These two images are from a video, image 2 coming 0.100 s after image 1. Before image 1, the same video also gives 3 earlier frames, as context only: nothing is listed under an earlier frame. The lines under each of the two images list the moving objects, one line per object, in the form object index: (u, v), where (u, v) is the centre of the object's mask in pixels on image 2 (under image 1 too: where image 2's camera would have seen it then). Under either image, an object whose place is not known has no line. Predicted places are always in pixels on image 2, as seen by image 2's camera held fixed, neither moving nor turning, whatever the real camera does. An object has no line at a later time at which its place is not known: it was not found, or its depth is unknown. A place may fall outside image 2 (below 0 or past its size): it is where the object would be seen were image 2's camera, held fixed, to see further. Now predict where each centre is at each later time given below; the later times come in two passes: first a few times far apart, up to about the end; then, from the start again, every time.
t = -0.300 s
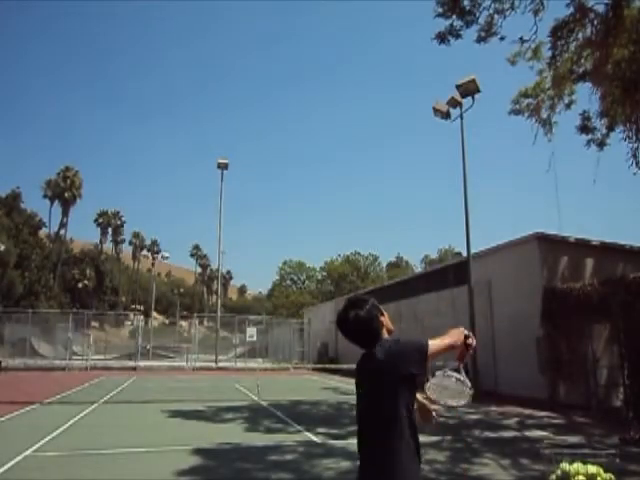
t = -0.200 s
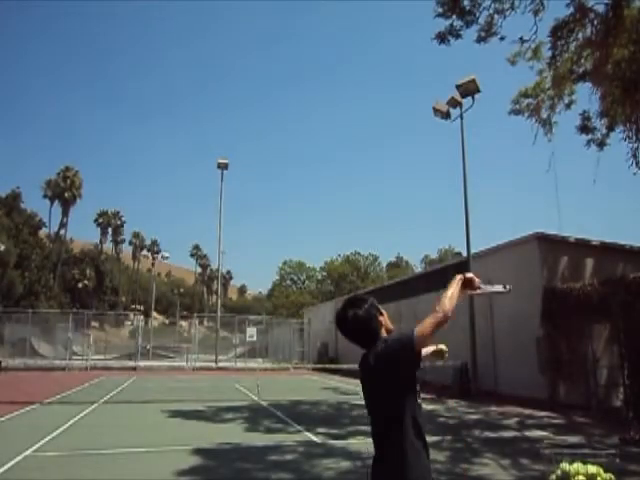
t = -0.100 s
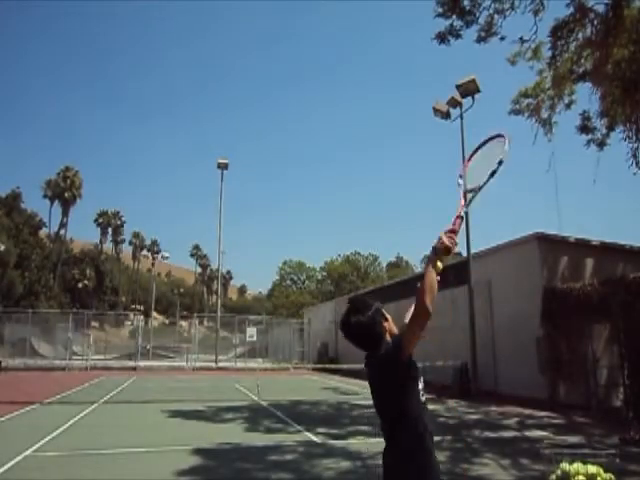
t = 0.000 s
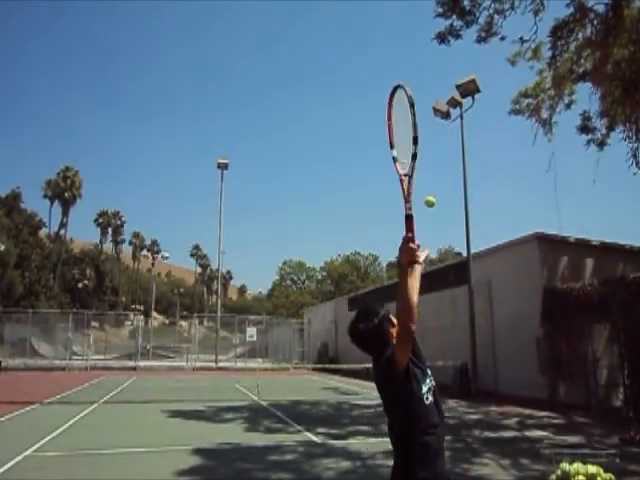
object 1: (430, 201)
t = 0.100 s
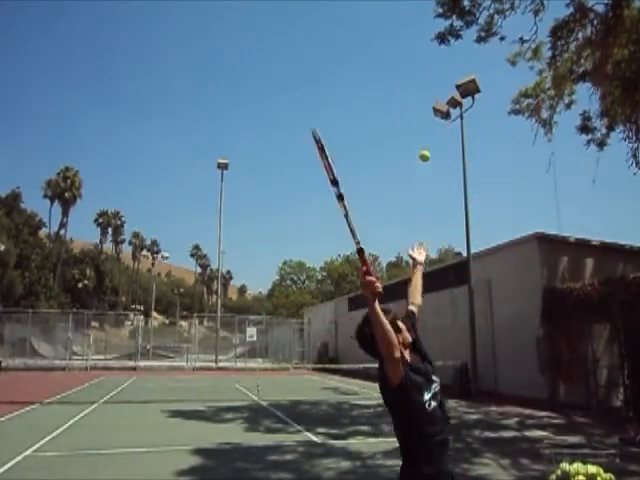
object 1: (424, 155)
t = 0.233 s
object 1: (418, 120)
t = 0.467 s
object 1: (410, 123)
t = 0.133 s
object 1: (422, 144)
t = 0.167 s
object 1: (421, 134)
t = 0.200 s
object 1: (420, 126)
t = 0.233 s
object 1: (418, 120)
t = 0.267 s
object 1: (417, 115)
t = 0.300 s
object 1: (415, 113)
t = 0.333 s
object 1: (414, 111)
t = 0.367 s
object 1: (413, 112)
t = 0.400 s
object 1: (412, 114)
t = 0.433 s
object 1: (411, 118)
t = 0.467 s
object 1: (410, 123)
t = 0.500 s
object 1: (409, 131)
